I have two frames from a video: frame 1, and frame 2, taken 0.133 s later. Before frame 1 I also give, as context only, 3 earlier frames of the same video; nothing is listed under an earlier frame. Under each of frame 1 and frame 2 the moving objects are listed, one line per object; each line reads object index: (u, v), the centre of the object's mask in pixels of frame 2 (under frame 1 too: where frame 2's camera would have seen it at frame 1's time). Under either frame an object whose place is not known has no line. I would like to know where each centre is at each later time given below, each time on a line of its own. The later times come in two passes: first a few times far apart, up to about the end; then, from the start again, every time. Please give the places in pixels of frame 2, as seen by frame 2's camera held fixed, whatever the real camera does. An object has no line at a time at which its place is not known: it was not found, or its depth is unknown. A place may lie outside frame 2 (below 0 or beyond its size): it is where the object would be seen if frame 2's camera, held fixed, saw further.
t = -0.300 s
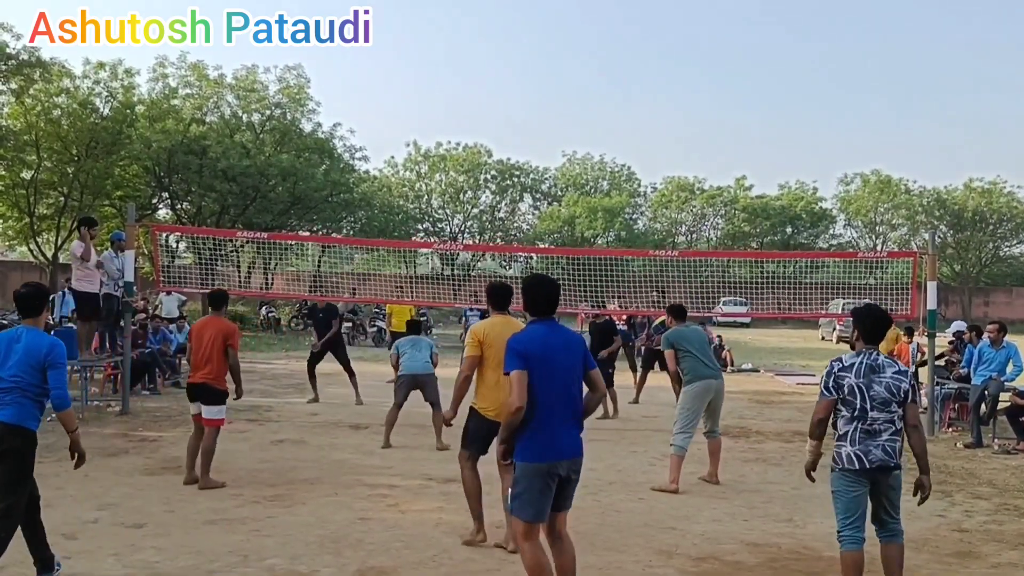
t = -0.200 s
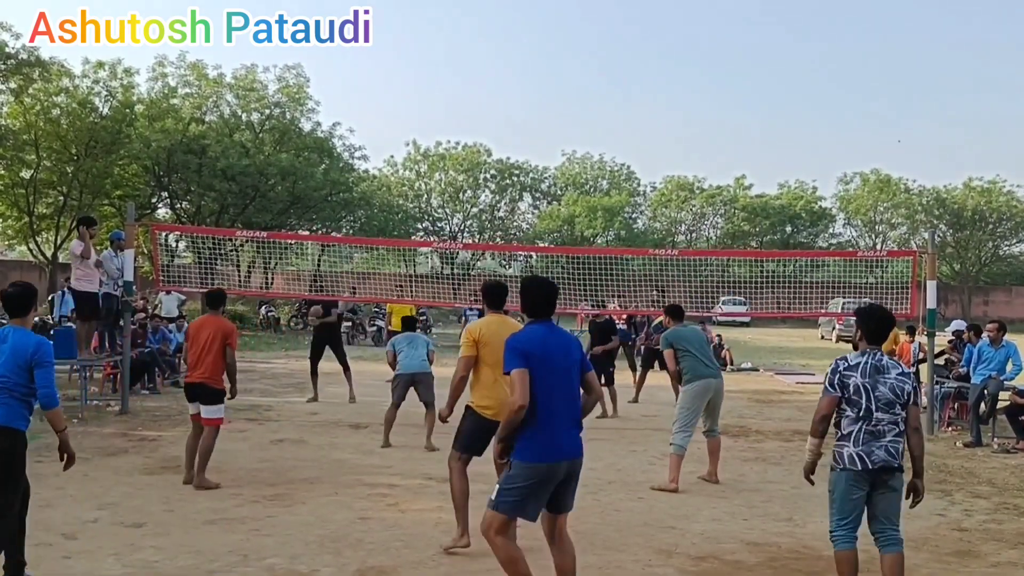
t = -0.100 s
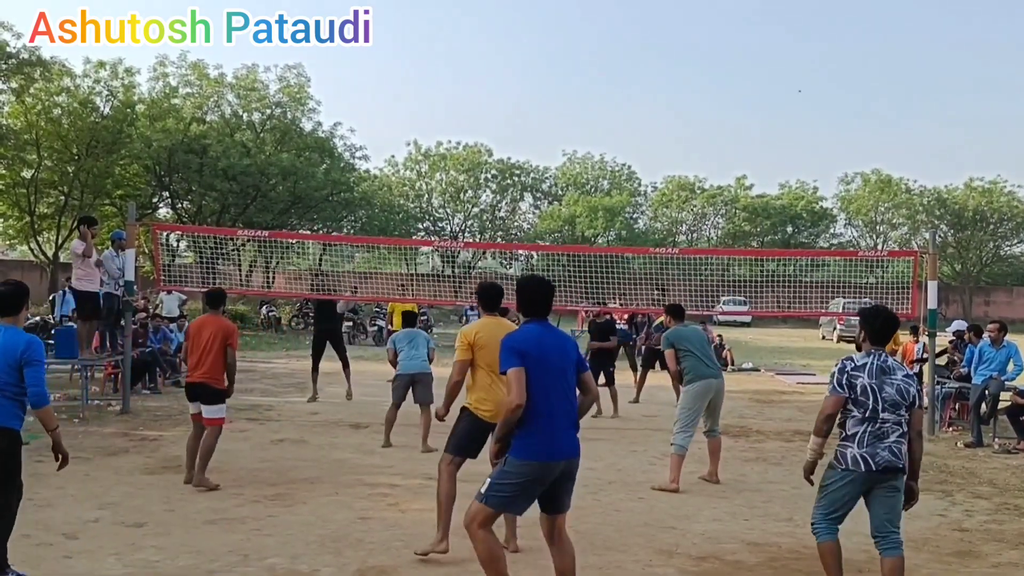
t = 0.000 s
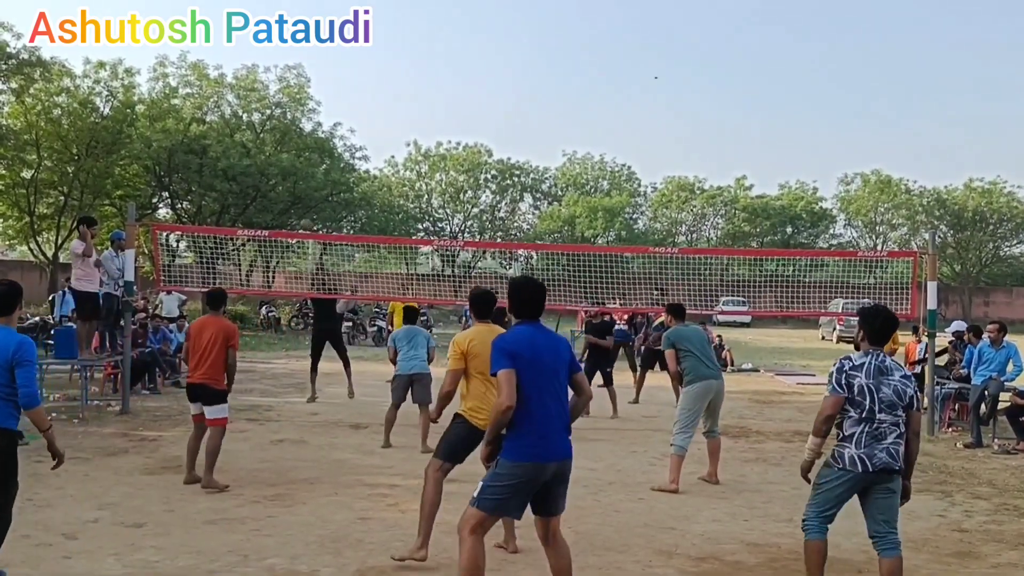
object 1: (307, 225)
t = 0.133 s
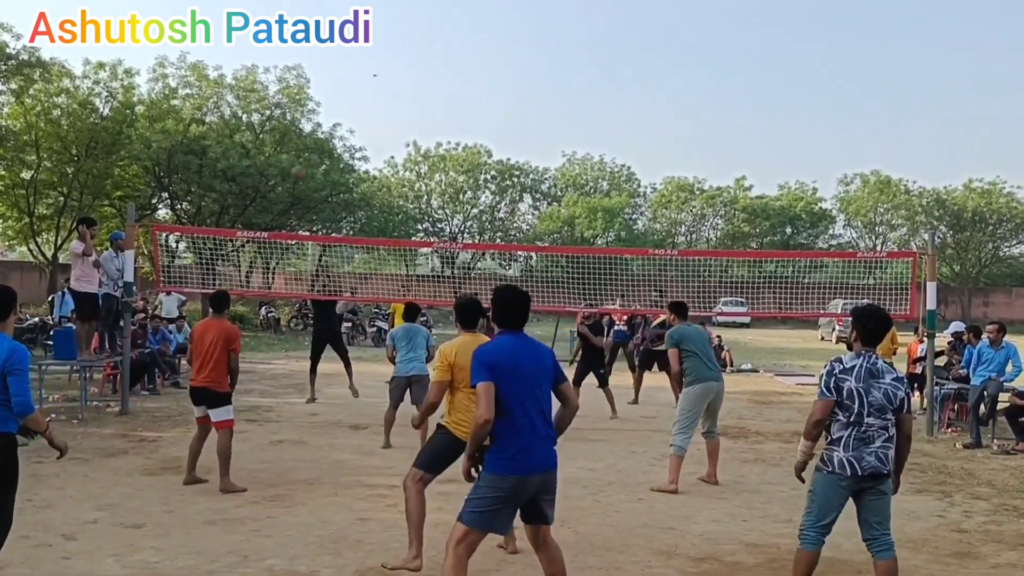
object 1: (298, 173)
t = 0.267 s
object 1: (288, 131)
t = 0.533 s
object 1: (264, 77)
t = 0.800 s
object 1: (231, 91)
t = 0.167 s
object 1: (295, 163)
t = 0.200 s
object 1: (294, 151)
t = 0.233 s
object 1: (291, 139)
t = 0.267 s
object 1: (288, 131)
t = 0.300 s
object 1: (286, 120)
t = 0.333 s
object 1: (283, 112)
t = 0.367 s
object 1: (280, 104)
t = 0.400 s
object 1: (277, 98)
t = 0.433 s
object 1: (274, 92)
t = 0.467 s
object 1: (271, 86)
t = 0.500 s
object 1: (268, 81)
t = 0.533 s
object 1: (264, 77)
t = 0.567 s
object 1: (261, 75)
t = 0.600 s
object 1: (257, 74)
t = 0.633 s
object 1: (253, 74)
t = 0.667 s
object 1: (249, 75)
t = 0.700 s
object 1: (245, 76)
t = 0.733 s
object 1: (241, 79)
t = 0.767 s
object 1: (237, 84)
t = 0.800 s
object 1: (231, 91)
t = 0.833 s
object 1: (226, 100)
